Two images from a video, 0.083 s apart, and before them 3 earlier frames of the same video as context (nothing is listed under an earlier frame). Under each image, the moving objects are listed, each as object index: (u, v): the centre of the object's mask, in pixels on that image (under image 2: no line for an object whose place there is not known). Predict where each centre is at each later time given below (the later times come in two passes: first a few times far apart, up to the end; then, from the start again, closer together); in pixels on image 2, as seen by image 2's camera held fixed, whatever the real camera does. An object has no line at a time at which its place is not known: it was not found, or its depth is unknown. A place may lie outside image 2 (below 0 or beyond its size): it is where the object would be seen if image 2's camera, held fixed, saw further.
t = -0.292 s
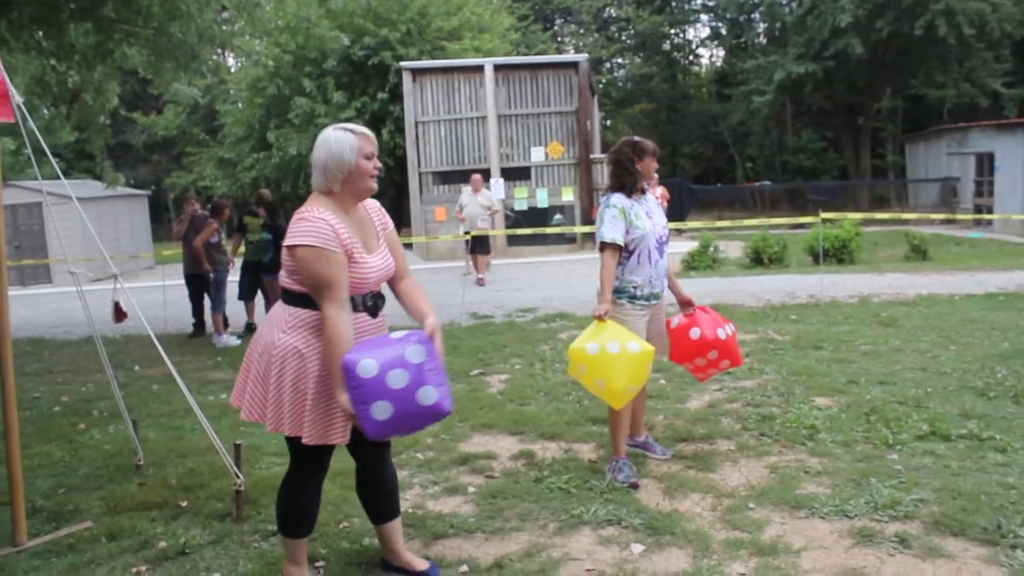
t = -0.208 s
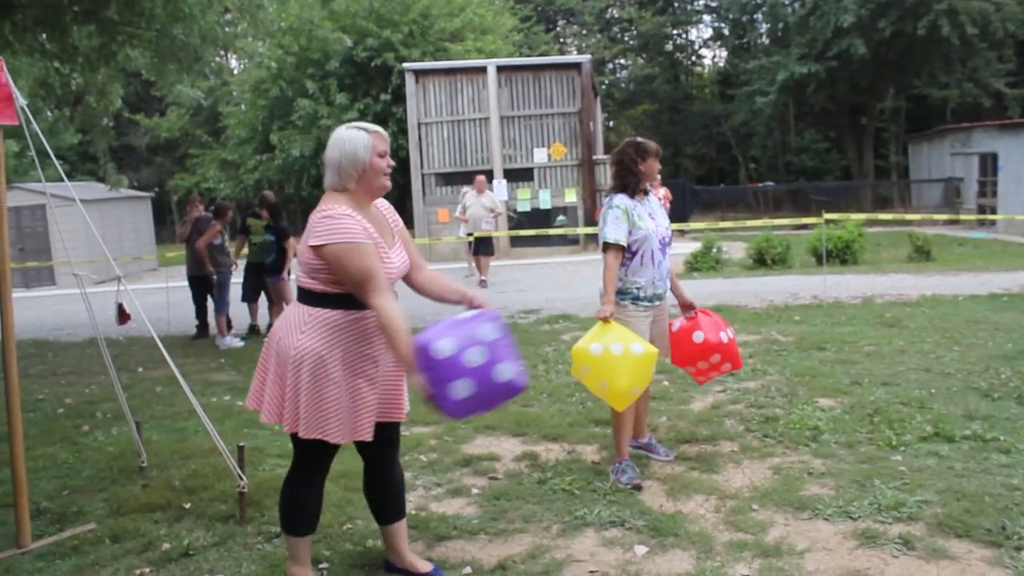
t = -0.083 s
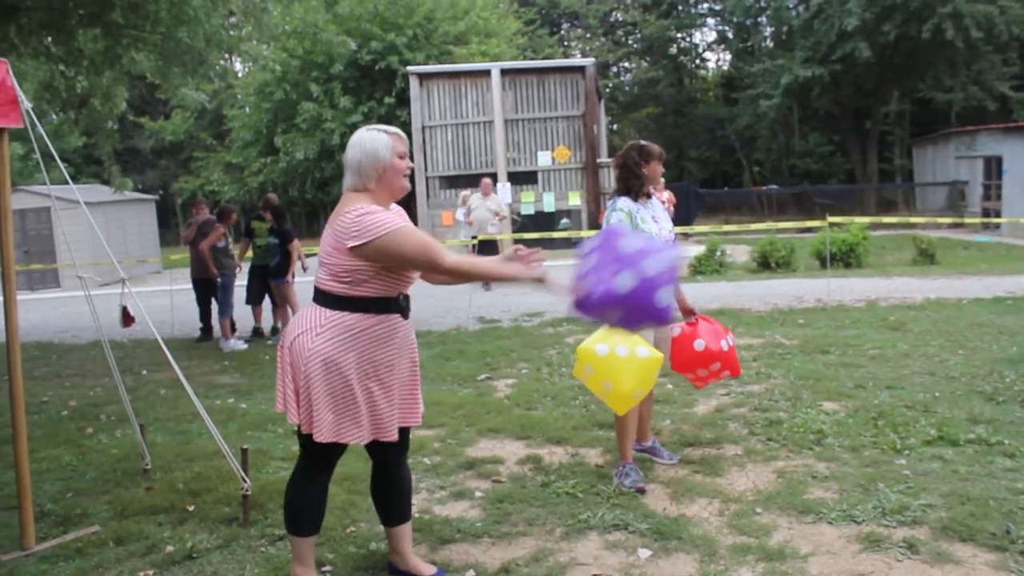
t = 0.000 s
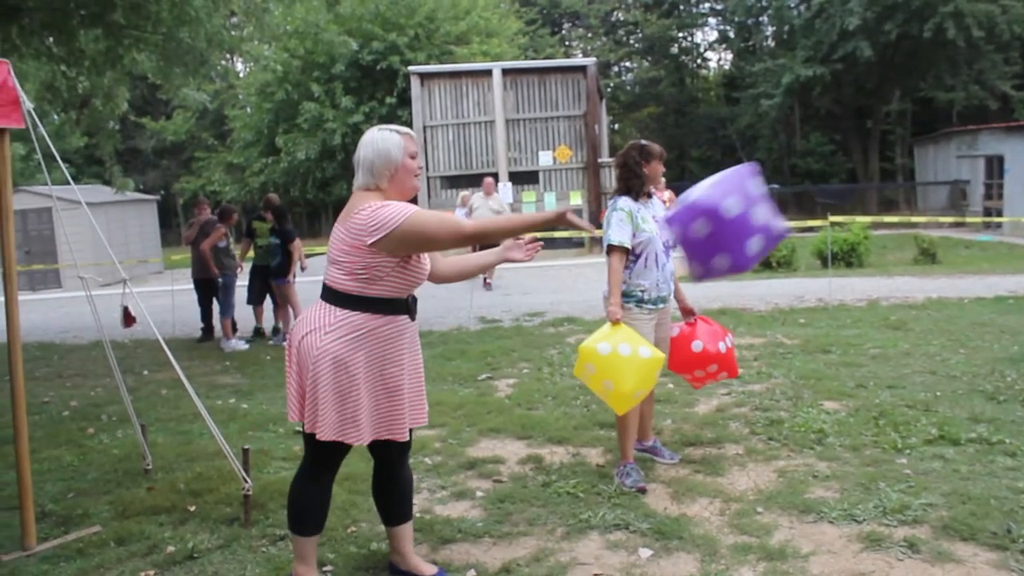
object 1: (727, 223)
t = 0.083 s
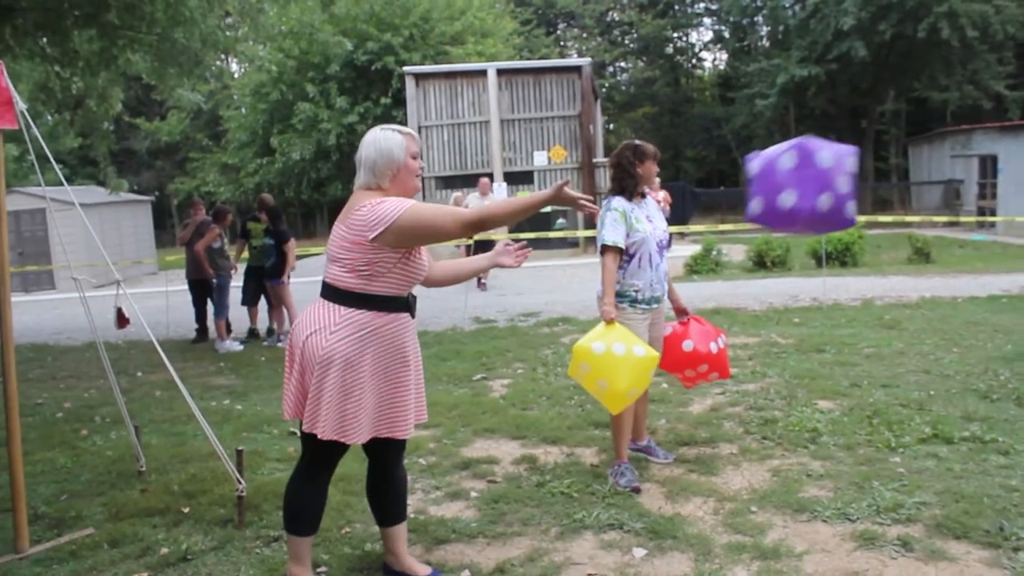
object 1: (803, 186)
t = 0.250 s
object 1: (942, 169)
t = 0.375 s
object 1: (1026, 194)
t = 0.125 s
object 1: (841, 175)
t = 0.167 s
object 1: (877, 169)
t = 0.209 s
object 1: (911, 166)
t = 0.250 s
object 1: (942, 169)
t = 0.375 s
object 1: (1026, 194)
